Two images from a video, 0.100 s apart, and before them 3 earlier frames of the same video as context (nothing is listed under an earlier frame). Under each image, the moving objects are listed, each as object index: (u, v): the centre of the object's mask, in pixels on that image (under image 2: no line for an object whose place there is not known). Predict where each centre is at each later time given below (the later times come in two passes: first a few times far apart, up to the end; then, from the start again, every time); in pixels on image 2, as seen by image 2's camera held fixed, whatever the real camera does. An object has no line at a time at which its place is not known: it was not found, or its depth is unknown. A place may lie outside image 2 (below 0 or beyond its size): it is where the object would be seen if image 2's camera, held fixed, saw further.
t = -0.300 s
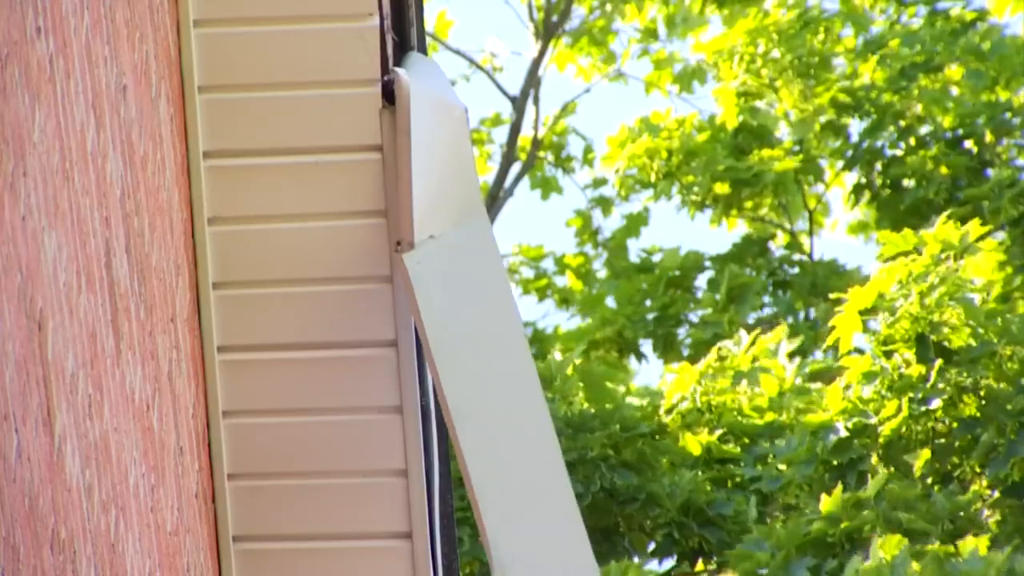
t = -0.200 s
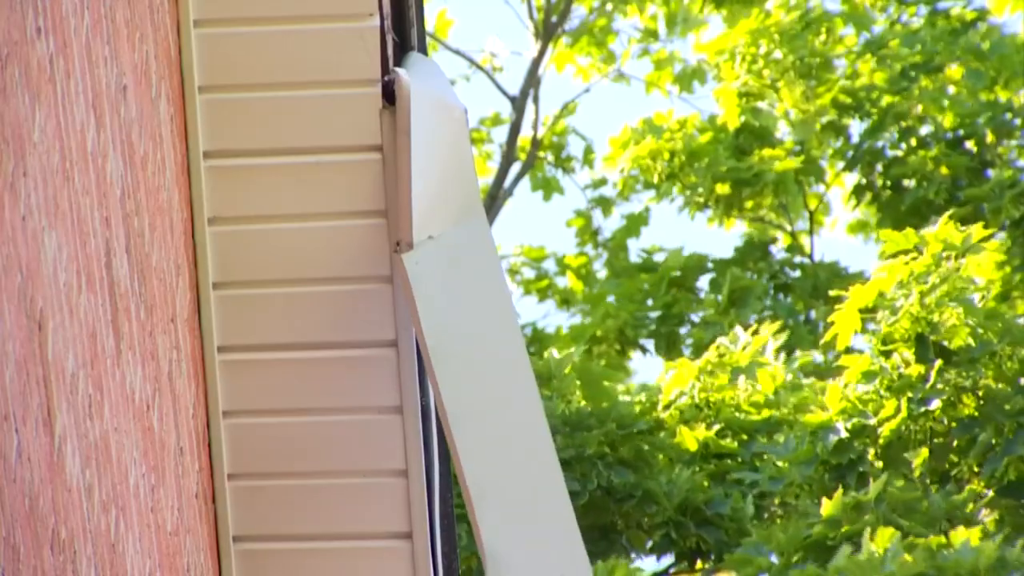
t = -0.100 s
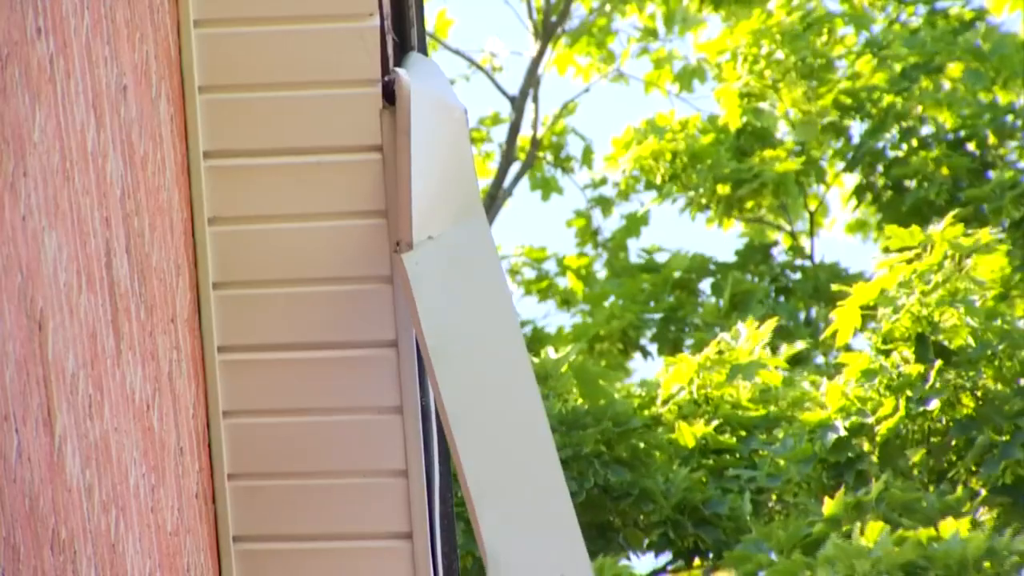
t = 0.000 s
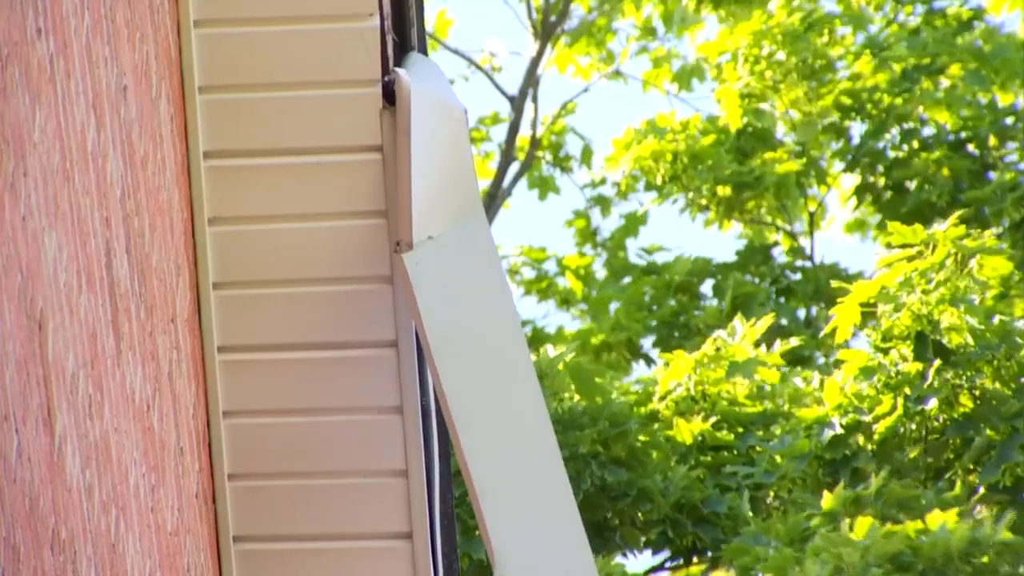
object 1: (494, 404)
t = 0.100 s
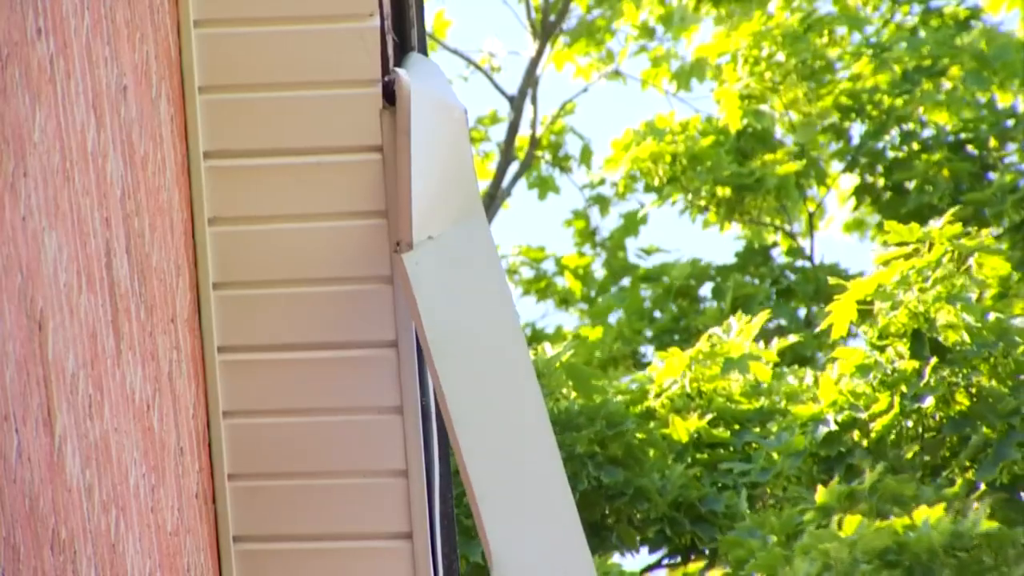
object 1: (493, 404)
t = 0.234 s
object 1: (491, 404)
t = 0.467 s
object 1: (492, 404)
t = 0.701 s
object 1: (494, 403)
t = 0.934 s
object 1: (500, 404)
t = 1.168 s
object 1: (510, 404)
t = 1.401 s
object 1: (527, 406)
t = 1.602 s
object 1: (537, 404)
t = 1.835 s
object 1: (536, 403)
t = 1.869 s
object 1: (536, 403)
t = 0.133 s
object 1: (492, 404)
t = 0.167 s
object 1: (492, 404)
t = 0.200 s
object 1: (491, 404)
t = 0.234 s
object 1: (491, 404)
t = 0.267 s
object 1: (491, 404)
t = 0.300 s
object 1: (492, 404)
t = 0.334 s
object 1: (492, 404)
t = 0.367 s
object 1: (493, 404)
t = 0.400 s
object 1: (493, 404)
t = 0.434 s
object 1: (492, 404)
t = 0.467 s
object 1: (492, 404)
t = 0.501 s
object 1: (491, 404)
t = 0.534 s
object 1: (491, 404)
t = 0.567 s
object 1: (491, 404)
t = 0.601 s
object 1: (492, 403)
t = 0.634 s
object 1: (492, 403)
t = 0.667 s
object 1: (493, 403)
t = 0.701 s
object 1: (494, 403)
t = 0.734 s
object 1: (495, 404)
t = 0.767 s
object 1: (496, 404)
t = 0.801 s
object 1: (496, 404)
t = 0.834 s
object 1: (497, 404)
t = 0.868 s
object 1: (498, 404)
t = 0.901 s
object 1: (498, 404)
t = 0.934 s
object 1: (500, 404)
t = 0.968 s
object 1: (501, 405)
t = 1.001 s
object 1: (503, 405)
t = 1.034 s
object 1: (504, 405)
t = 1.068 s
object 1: (506, 405)
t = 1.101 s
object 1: (507, 405)
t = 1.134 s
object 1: (509, 405)
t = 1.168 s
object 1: (510, 404)
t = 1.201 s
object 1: (512, 404)
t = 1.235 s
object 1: (514, 405)
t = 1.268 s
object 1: (516, 405)
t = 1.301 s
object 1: (518, 405)
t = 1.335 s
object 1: (521, 405)
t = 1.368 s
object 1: (524, 406)
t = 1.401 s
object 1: (527, 406)
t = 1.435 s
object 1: (529, 404)
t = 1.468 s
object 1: (531, 402)
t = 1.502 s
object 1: (533, 402)
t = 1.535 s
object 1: (536, 404)
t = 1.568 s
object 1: (536, 404)
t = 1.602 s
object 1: (537, 404)
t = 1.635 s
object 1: (537, 404)
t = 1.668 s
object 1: (537, 404)
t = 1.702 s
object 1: (536, 404)
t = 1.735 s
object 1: (536, 404)
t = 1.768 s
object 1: (536, 403)
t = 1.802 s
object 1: (536, 403)
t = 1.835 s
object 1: (536, 403)
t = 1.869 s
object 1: (536, 403)
